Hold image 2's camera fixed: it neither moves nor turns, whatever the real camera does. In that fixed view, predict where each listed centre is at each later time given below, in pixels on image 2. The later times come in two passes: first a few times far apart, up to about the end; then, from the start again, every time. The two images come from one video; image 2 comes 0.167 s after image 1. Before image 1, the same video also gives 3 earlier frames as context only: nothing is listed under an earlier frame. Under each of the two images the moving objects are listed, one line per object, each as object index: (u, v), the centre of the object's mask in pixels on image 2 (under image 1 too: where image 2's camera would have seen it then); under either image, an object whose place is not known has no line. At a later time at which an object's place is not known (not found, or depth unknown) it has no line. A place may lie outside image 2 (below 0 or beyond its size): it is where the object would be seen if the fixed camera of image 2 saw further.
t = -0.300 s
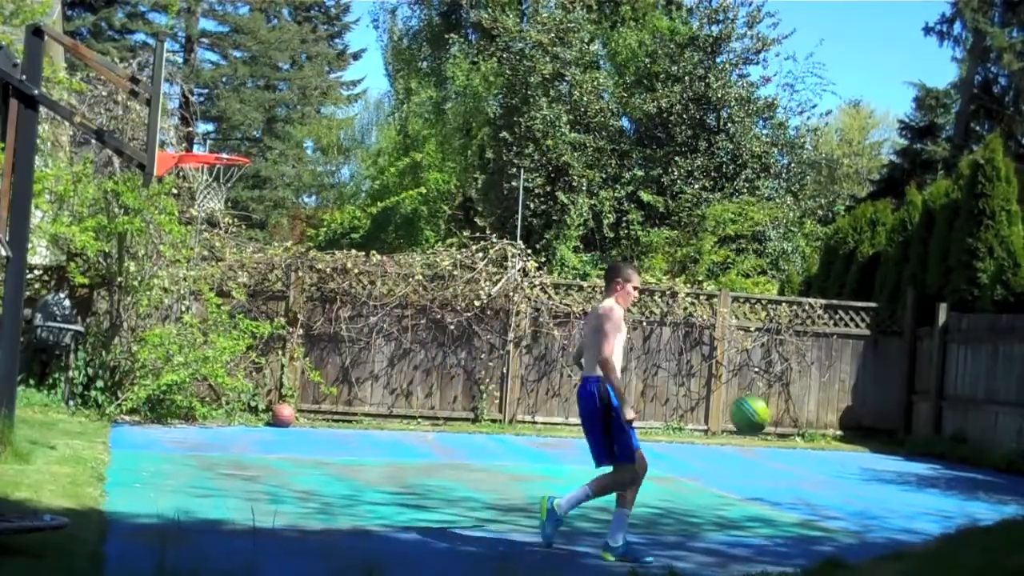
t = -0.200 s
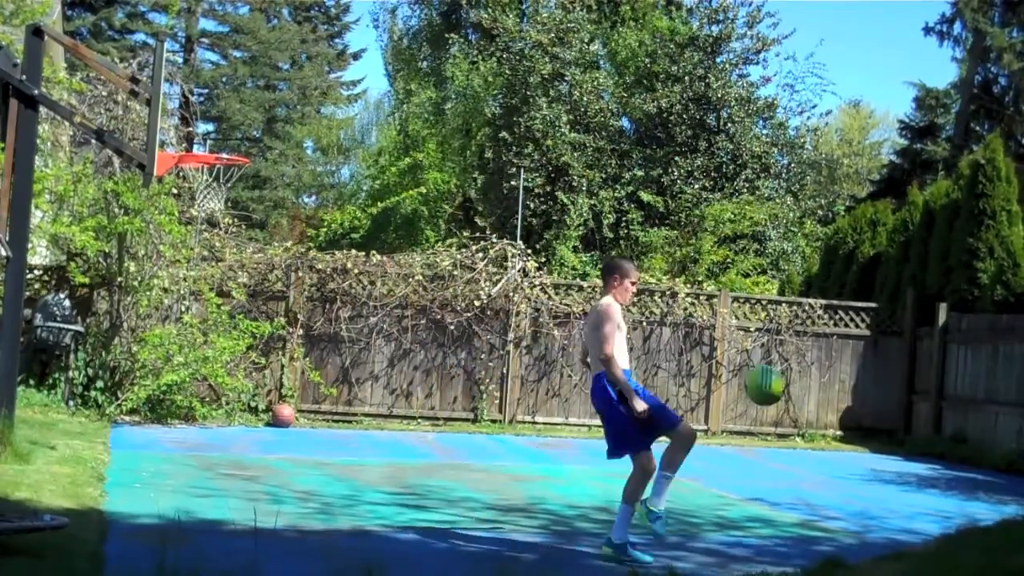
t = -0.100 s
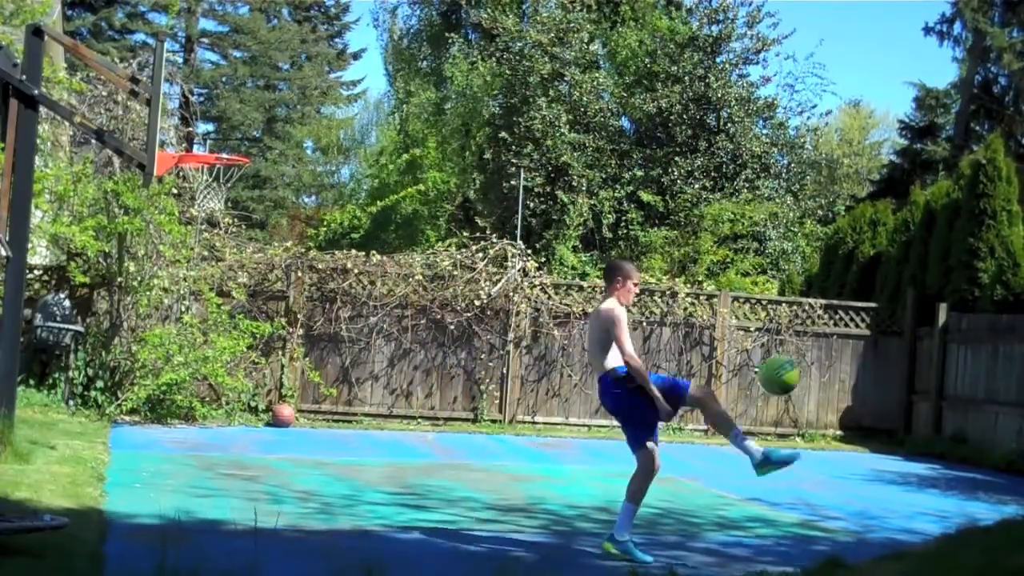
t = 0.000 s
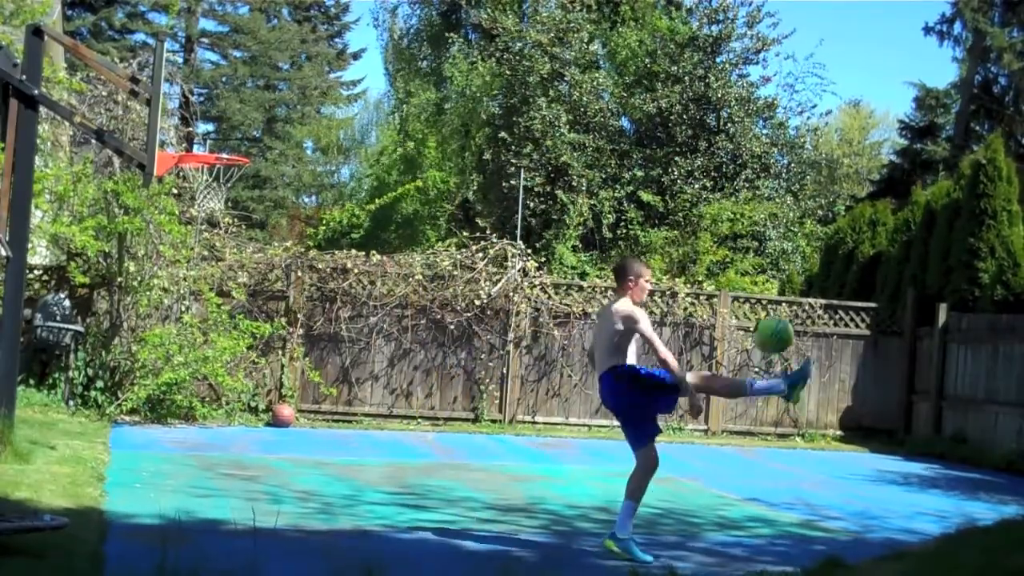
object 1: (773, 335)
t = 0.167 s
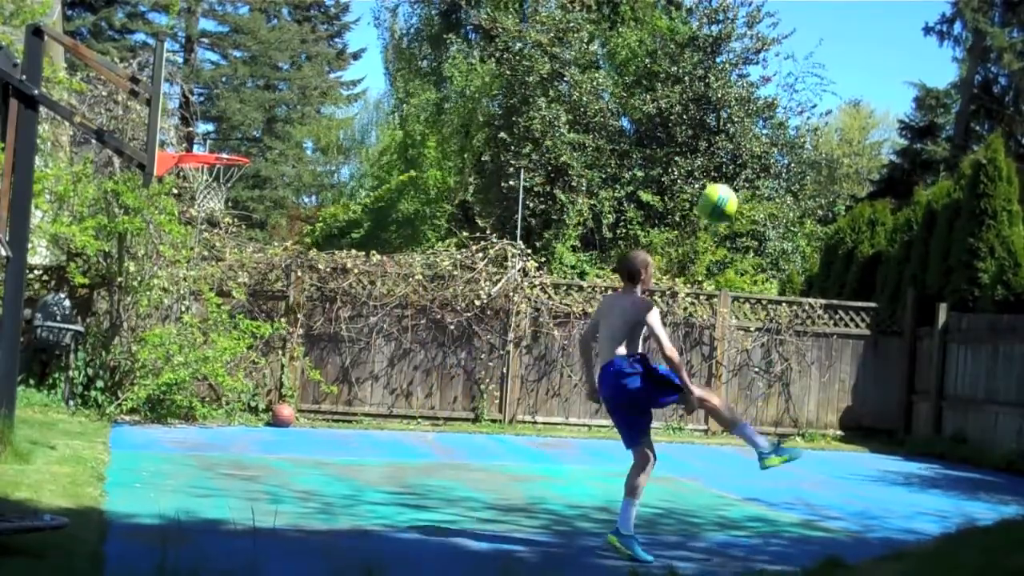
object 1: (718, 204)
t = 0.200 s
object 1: (707, 183)
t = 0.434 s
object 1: (622, 95)
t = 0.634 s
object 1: (546, 97)
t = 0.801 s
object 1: (480, 157)
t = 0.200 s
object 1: (707, 183)
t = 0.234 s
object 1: (694, 164)
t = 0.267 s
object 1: (681, 147)
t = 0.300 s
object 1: (670, 133)
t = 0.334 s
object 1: (658, 121)
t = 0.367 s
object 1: (647, 110)
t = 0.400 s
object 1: (634, 100)
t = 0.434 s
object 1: (622, 95)
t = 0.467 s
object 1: (610, 90)
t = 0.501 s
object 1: (598, 88)
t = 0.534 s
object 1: (585, 86)
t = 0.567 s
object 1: (572, 87)
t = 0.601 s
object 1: (559, 91)
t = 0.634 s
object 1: (546, 97)
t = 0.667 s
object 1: (533, 105)
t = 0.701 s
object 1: (520, 114)
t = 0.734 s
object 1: (506, 125)
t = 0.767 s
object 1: (493, 140)
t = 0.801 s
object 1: (480, 157)
